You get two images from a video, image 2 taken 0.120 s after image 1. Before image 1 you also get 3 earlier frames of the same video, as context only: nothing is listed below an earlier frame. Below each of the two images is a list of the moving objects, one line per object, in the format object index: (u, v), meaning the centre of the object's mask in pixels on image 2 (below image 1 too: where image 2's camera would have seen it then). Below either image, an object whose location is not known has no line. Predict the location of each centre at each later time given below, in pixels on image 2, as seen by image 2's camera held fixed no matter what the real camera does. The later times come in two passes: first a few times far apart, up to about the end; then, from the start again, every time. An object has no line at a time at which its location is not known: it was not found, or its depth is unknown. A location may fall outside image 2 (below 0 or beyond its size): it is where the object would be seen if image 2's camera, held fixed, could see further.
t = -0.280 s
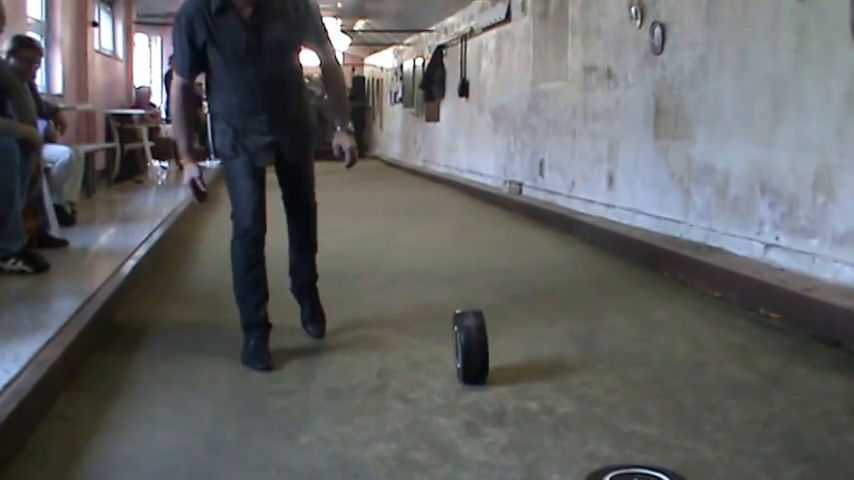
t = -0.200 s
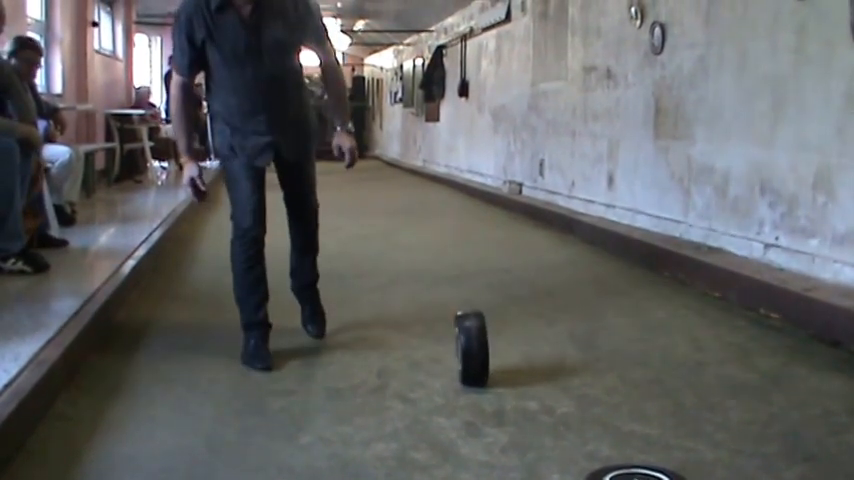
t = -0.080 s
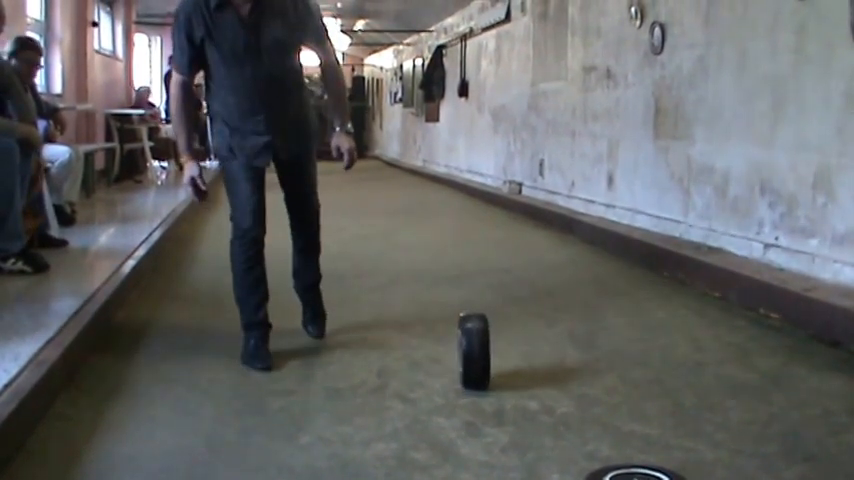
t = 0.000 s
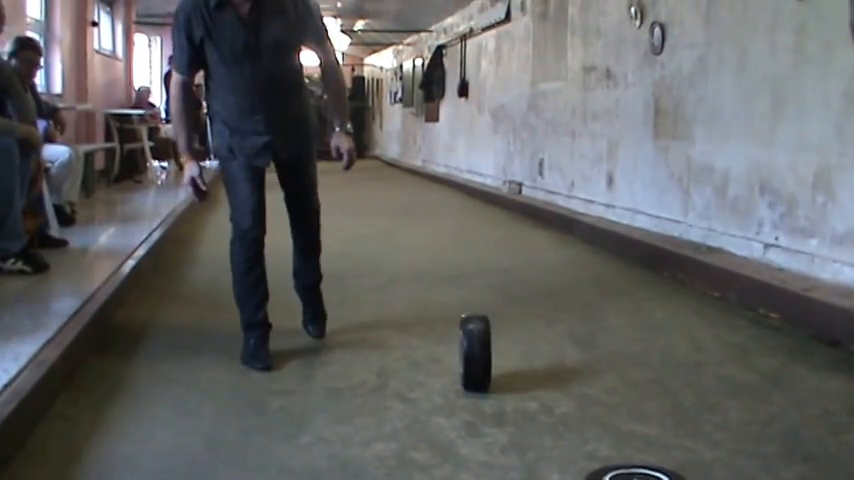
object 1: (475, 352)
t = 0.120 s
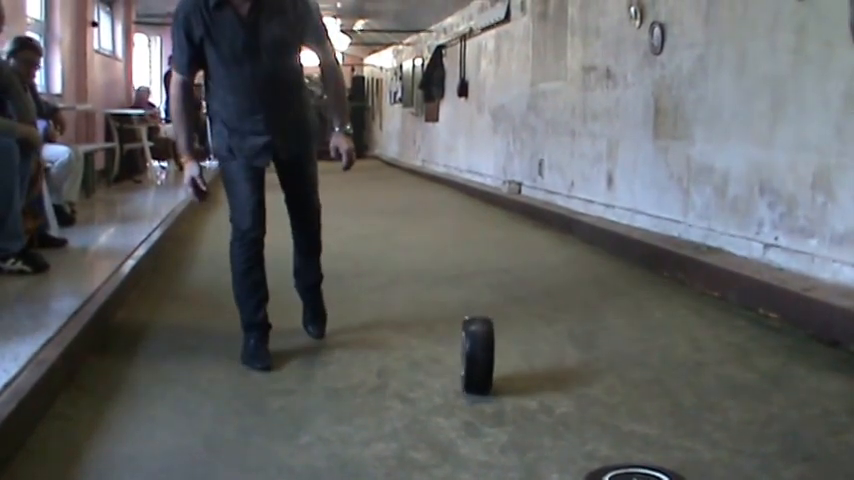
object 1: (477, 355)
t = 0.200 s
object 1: (479, 357)
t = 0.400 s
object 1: (482, 361)
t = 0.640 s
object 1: (483, 366)
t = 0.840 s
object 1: (485, 370)
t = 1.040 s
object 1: (489, 374)
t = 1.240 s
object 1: (492, 378)
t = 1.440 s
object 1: (495, 381)
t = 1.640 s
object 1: (497, 385)
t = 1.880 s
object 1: (504, 391)
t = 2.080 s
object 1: (512, 398)
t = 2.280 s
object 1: (520, 406)
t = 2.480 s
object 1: (527, 414)
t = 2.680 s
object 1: (537, 420)
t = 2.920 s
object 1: (553, 427)
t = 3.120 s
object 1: (562, 432)
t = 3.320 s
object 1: (564, 435)
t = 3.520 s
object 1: (563, 437)
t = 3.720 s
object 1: (561, 439)
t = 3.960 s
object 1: (555, 441)
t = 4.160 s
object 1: (540, 446)
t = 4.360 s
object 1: (511, 466)
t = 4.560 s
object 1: (509, 471)
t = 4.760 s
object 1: (509, 472)
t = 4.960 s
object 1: (509, 473)
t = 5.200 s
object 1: (509, 474)
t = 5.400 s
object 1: (509, 475)
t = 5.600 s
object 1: (510, 477)
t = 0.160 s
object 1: (478, 356)
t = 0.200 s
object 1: (479, 357)
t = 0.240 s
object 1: (480, 358)
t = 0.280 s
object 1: (481, 359)
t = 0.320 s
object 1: (481, 359)
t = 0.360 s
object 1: (481, 360)
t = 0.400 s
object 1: (482, 361)
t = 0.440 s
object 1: (482, 362)
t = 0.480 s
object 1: (482, 363)
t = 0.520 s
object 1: (482, 363)
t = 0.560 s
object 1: (483, 364)
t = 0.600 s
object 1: (483, 365)
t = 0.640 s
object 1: (483, 366)
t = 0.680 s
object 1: (483, 367)
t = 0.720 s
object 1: (484, 368)
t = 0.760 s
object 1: (484, 369)
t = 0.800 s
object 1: (484, 370)
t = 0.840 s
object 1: (485, 370)
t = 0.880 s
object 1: (485, 371)
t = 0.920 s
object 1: (486, 372)
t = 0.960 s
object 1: (487, 373)
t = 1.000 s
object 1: (488, 373)
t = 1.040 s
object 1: (489, 374)
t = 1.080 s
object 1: (489, 375)
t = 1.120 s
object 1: (490, 376)
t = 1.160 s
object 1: (491, 376)
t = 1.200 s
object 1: (492, 377)
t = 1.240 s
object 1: (492, 378)
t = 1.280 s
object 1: (493, 378)
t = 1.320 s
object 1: (493, 379)
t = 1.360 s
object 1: (494, 380)
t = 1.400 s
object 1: (494, 380)
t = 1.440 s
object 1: (495, 381)
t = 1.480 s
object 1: (496, 382)
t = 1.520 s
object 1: (496, 383)
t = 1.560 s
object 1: (497, 384)
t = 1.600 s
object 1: (497, 384)
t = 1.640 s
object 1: (497, 385)
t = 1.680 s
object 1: (498, 386)
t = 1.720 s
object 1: (499, 387)
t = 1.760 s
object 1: (500, 388)
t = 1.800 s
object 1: (501, 389)
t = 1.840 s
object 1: (502, 390)
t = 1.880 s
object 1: (504, 391)
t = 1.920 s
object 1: (505, 392)
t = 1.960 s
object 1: (507, 394)
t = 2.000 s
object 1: (509, 395)
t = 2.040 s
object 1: (510, 397)
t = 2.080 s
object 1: (512, 398)
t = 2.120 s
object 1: (514, 400)
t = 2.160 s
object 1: (515, 401)
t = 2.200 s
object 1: (517, 403)
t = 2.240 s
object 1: (518, 404)
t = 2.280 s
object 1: (520, 406)
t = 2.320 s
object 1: (521, 408)
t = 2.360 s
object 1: (523, 410)
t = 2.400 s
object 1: (524, 411)
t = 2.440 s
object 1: (525, 412)
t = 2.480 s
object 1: (527, 414)
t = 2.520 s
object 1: (528, 415)
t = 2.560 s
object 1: (531, 417)
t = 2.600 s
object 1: (533, 418)
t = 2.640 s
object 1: (535, 419)
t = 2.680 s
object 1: (537, 420)
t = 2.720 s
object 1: (540, 422)
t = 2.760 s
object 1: (542, 423)
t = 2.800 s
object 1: (545, 424)
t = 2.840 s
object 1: (547, 424)
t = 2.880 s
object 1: (550, 426)
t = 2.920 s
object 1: (553, 427)
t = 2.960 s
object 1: (555, 428)
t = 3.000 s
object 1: (557, 429)
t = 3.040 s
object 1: (559, 430)
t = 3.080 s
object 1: (561, 431)
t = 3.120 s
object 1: (562, 432)
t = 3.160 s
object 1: (563, 433)
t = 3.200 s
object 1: (563, 434)
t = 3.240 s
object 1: (564, 434)
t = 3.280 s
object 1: (564, 434)
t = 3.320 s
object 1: (564, 435)
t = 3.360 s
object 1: (564, 435)
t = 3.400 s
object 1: (564, 436)
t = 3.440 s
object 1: (563, 436)
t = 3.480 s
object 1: (563, 437)
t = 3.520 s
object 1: (563, 437)
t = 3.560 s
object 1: (563, 437)
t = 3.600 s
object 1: (563, 438)
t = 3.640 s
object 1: (563, 438)
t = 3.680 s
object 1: (562, 439)
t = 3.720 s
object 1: (561, 439)
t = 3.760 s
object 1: (560, 439)
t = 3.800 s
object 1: (559, 439)
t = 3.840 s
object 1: (558, 439)
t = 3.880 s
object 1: (557, 440)
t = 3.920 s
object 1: (556, 440)
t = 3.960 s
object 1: (555, 441)
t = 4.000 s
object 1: (553, 441)
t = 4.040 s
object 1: (551, 442)
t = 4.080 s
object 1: (548, 442)
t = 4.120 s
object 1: (544, 443)
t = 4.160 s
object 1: (540, 446)
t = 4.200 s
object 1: (535, 449)
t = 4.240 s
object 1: (527, 455)
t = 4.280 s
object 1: (519, 463)
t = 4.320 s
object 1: (512, 468)
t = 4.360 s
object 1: (511, 466)
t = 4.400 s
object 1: (510, 467)
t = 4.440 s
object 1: (510, 470)
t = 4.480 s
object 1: (509, 471)
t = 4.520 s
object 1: (509, 471)
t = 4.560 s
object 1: (509, 471)
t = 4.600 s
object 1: (509, 471)
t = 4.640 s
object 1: (509, 471)
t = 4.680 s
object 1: (509, 472)
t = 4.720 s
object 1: (509, 472)
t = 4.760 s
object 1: (509, 472)
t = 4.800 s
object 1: (509, 472)
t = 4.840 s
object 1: (509, 472)
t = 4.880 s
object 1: (509, 472)
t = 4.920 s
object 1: (509, 472)
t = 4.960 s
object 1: (509, 473)
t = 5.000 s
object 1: (509, 473)
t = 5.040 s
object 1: (509, 473)
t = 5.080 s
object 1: (509, 474)
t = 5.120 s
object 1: (509, 474)
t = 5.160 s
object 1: (509, 474)
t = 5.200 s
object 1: (509, 474)
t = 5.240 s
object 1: (509, 475)
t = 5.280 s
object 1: (509, 475)
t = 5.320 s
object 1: (509, 475)
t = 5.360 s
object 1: (509, 475)
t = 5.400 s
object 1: (509, 475)
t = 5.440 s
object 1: (509, 476)
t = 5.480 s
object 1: (510, 476)
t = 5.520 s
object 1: (510, 476)
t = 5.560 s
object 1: (510, 476)
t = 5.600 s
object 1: (510, 477)
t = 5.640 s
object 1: (510, 477)
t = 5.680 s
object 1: (510, 477)
